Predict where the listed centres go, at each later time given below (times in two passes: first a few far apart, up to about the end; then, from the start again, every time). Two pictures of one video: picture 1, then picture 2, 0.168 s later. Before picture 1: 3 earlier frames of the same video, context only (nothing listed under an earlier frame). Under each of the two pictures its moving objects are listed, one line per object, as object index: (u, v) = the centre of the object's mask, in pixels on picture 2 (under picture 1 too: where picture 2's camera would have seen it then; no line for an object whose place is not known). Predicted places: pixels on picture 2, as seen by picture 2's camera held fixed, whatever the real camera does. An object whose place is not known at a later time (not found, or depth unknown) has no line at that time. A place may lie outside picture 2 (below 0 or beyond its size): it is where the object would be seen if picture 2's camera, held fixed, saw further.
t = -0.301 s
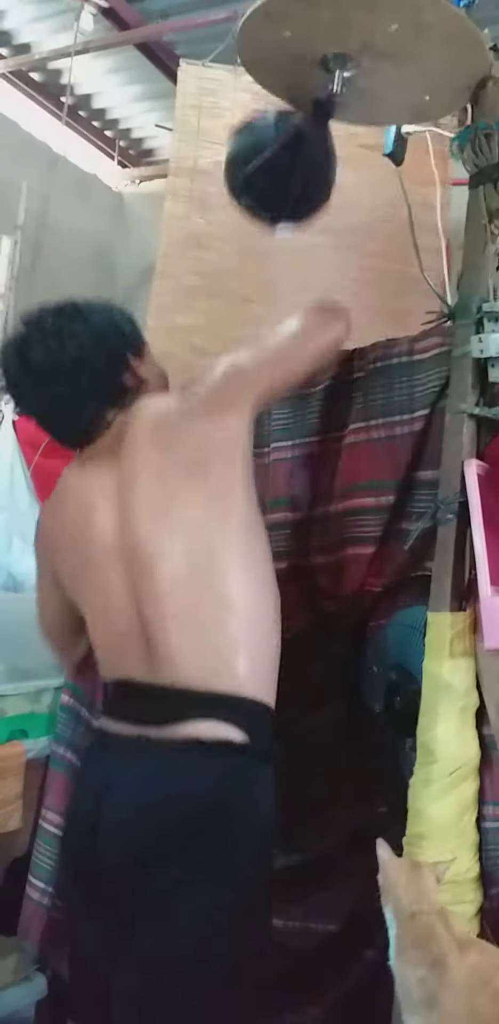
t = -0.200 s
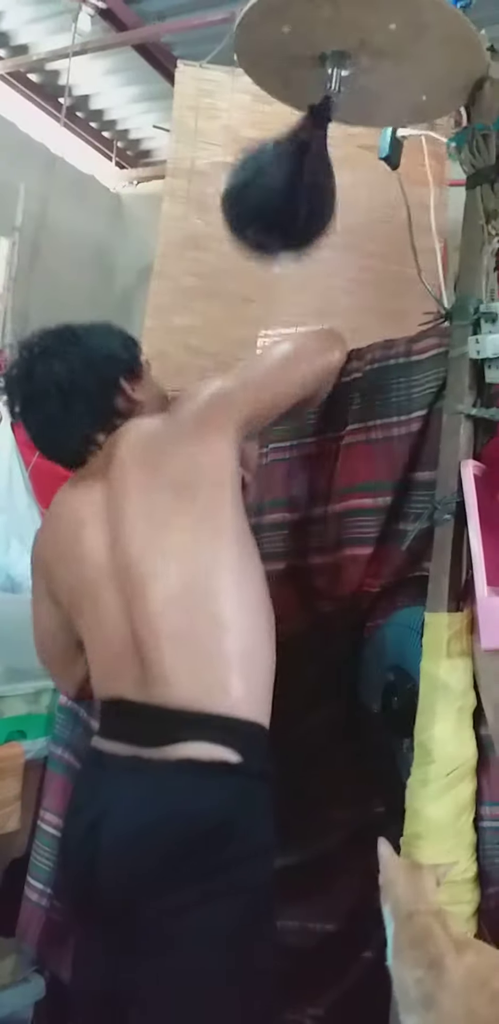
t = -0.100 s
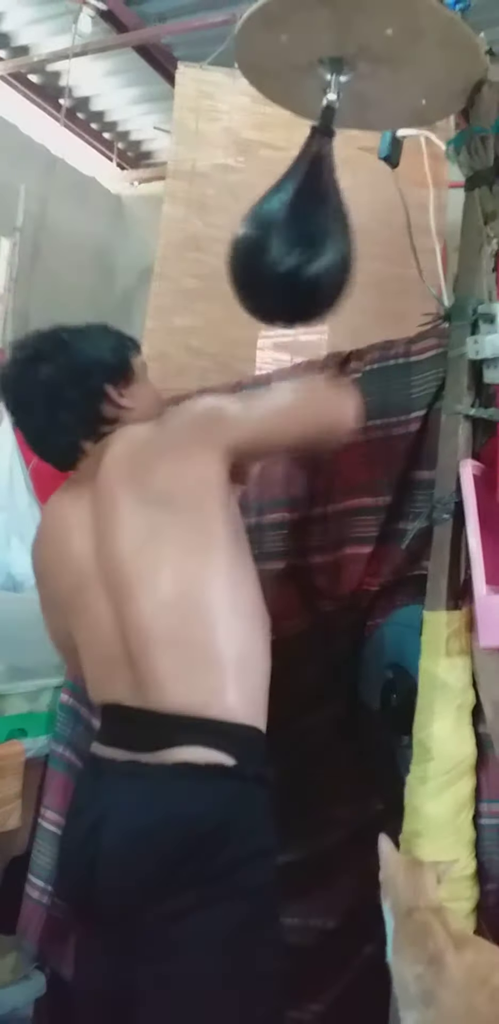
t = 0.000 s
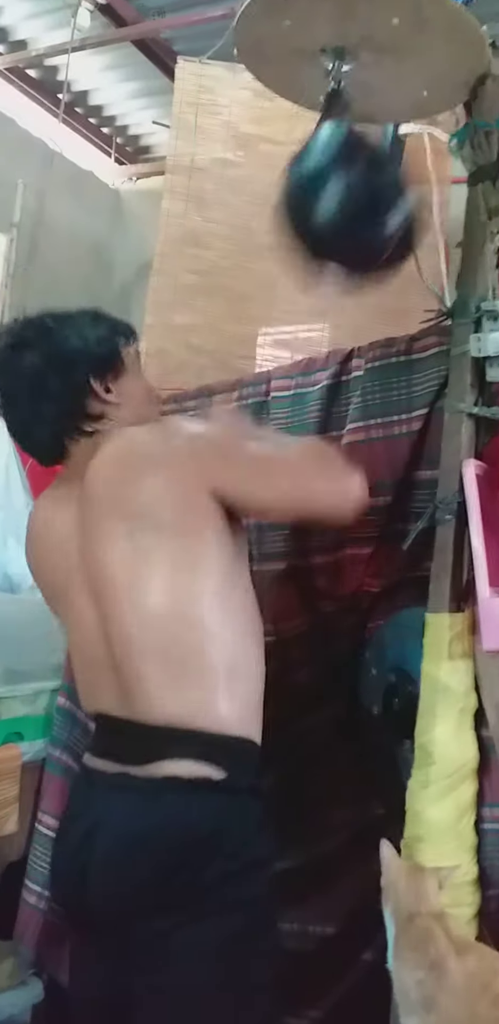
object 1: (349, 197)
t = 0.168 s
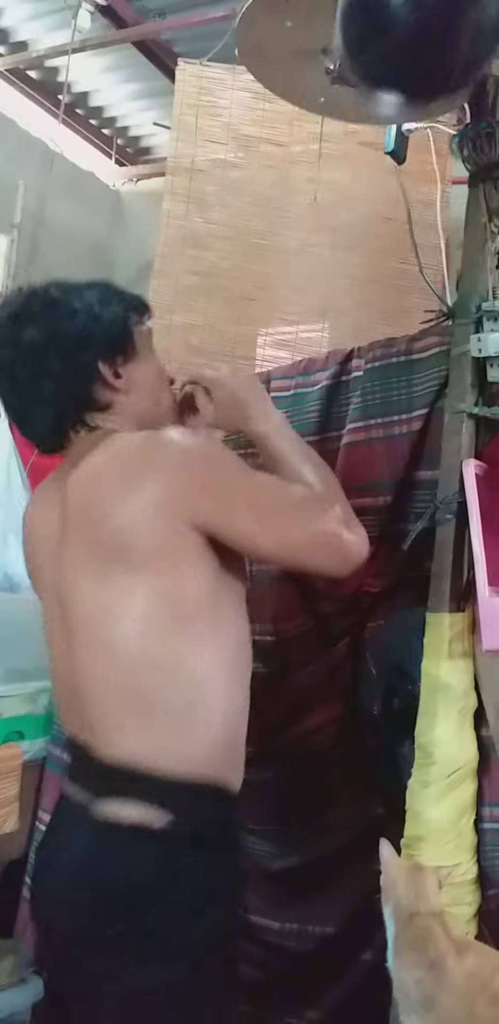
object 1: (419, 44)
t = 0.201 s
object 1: (413, 55)
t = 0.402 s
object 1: (297, 234)
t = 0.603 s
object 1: (282, 175)
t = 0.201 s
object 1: (413, 55)
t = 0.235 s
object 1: (403, 77)
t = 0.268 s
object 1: (379, 124)
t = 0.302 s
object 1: (353, 176)
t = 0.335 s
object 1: (331, 207)
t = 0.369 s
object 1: (311, 227)
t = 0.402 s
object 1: (297, 234)
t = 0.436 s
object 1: (288, 231)
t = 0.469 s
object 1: (283, 220)
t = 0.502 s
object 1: (281, 207)
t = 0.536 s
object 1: (281, 194)
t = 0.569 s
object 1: (281, 183)
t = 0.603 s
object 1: (282, 175)
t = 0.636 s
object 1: (284, 169)
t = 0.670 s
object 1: (286, 168)
